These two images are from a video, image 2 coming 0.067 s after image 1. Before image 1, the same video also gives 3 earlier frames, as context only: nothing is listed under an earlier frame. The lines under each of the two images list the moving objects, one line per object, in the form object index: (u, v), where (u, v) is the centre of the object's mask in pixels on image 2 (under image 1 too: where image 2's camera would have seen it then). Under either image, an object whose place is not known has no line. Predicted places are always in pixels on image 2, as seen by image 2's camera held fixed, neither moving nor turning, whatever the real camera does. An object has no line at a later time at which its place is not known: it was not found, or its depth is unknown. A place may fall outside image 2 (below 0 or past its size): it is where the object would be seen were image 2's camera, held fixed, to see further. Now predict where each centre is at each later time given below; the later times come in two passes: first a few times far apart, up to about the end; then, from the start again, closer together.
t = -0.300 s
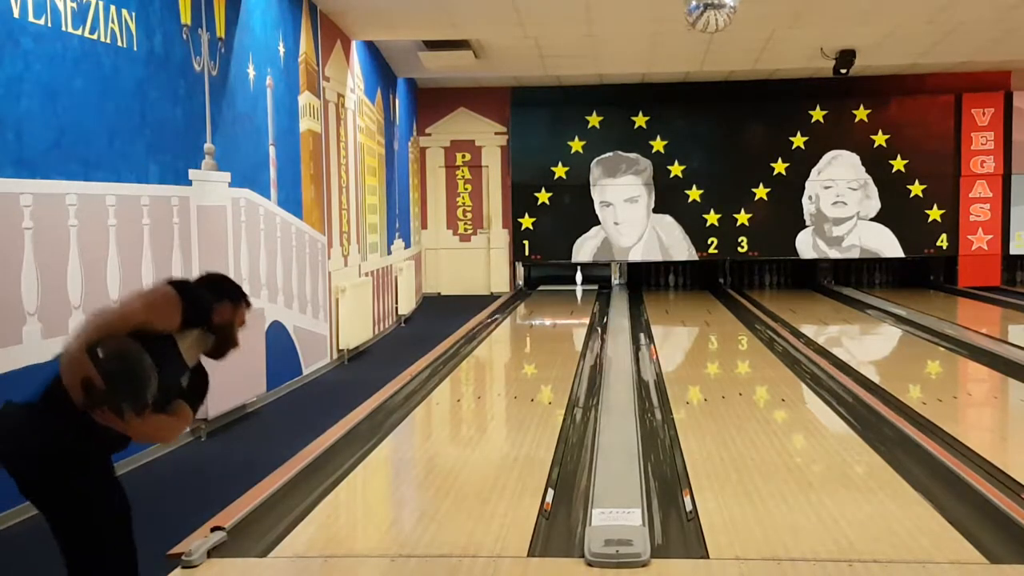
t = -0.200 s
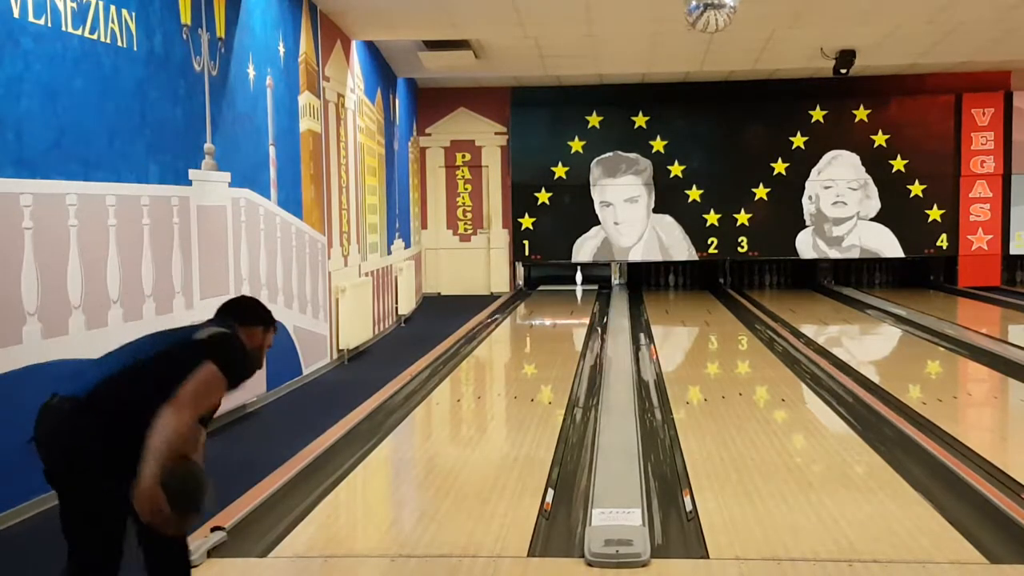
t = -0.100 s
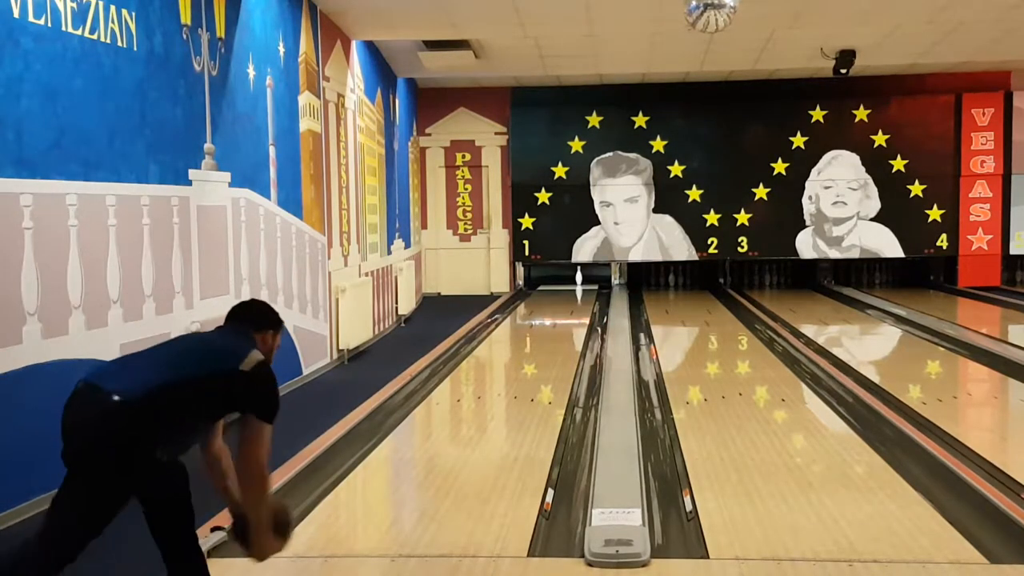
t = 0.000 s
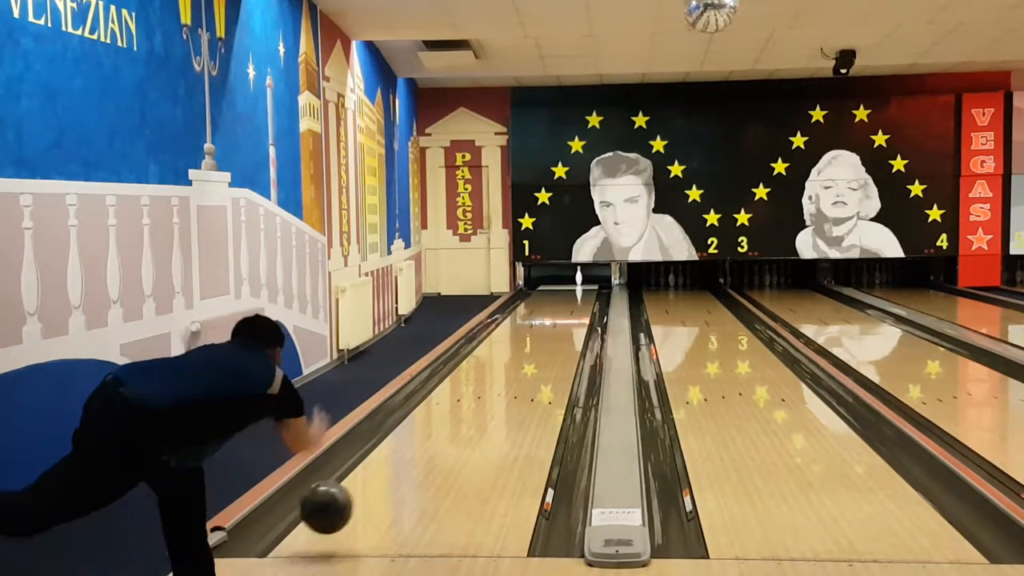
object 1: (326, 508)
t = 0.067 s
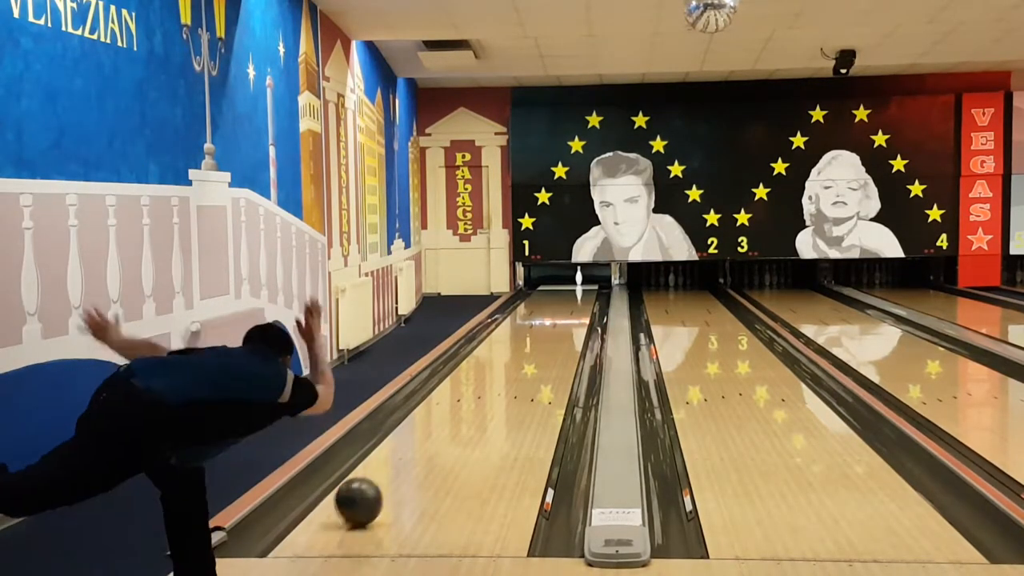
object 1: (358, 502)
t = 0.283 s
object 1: (433, 437)
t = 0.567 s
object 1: (491, 387)
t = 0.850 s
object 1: (527, 355)
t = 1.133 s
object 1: (551, 332)
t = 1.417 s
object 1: (568, 316)
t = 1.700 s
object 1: (579, 303)
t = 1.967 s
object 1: (582, 294)
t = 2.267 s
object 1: (579, 286)
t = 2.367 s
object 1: (578, 284)
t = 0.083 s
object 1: (366, 494)
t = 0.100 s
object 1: (373, 487)
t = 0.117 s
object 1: (379, 481)
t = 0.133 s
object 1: (386, 476)
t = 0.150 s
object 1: (392, 472)
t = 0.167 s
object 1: (397, 468)
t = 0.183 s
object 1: (403, 463)
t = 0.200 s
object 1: (409, 459)
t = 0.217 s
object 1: (413, 454)
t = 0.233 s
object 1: (419, 450)
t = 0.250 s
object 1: (423, 445)
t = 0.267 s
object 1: (428, 442)
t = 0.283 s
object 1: (433, 437)
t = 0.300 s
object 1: (437, 434)
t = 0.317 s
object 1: (441, 430)
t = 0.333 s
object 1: (446, 426)
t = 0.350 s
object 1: (449, 423)
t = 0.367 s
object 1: (453, 420)
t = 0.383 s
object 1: (457, 416)
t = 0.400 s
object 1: (460, 414)
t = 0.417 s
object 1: (464, 410)
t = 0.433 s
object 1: (467, 407)
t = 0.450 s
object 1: (470, 404)
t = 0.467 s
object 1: (474, 402)
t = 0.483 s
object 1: (477, 399)
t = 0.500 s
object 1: (479, 397)
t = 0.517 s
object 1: (482, 394)
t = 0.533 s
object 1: (485, 391)
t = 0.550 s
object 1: (488, 389)
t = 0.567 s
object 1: (491, 387)
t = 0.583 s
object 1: (493, 384)
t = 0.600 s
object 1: (496, 382)
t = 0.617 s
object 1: (499, 380)
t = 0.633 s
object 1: (501, 378)
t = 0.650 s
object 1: (503, 376)
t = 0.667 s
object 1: (505, 374)
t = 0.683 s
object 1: (508, 372)
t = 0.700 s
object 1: (510, 370)
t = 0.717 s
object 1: (512, 369)
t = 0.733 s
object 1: (514, 367)
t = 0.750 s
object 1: (516, 365)
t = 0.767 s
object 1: (518, 363)
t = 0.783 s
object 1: (520, 361)
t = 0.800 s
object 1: (522, 359)
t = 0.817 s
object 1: (524, 358)
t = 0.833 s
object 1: (525, 356)
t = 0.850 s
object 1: (527, 355)
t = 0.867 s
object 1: (529, 353)
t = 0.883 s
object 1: (530, 352)
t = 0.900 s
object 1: (532, 351)
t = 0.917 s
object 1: (533, 349)
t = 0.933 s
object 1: (535, 348)
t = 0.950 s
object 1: (536, 346)
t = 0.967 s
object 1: (538, 345)
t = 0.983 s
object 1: (539, 344)
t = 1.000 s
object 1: (541, 343)
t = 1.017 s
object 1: (543, 341)
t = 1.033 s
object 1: (544, 339)
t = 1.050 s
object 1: (545, 338)
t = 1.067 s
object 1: (546, 337)
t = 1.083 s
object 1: (547, 335)
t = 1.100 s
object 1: (549, 334)
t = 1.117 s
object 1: (550, 333)
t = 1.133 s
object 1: (551, 332)
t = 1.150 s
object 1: (553, 331)
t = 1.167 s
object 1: (554, 330)
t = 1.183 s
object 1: (555, 329)
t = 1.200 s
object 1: (556, 328)
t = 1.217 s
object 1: (557, 327)
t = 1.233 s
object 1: (558, 326)
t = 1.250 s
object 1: (559, 325)
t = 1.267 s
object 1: (560, 324)
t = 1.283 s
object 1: (561, 323)
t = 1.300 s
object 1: (562, 322)
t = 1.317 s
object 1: (563, 321)
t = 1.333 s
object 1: (564, 320)
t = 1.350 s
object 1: (565, 320)
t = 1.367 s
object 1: (566, 319)
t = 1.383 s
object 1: (567, 317)
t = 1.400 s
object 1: (567, 317)
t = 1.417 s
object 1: (568, 316)
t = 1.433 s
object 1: (569, 315)
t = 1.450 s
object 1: (570, 315)
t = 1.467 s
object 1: (570, 314)
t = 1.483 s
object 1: (571, 313)
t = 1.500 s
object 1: (572, 311)
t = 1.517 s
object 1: (573, 311)
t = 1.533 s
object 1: (574, 311)
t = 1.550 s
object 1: (574, 310)
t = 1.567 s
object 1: (575, 309)
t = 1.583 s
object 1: (575, 308)
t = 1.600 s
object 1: (576, 308)
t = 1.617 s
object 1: (576, 307)
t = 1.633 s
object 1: (577, 306)
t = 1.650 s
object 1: (578, 305)
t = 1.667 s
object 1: (578, 305)
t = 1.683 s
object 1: (578, 304)
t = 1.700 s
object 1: (579, 303)
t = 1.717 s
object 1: (579, 303)
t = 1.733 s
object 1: (579, 302)
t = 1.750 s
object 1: (580, 302)
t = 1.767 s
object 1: (580, 301)
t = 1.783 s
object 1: (581, 300)
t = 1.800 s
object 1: (581, 300)
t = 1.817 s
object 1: (581, 299)
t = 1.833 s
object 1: (581, 299)
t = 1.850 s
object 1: (581, 298)
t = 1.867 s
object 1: (581, 297)
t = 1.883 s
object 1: (582, 297)
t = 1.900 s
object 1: (582, 296)
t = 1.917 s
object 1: (582, 295)
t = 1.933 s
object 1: (582, 295)
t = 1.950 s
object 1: (582, 295)
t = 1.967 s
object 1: (582, 294)
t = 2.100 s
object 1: (582, 291)
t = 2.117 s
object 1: (582, 290)
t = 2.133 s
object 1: (582, 290)
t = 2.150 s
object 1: (582, 289)
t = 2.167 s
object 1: (581, 289)
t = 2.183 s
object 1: (581, 288)
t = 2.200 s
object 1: (581, 288)
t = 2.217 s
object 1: (580, 287)
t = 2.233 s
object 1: (580, 287)
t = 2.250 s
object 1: (579, 286)
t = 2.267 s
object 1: (579, 286)
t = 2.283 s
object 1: (579, 286)
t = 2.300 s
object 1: (579, 286)
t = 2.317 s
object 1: (578, 285)
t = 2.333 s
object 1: (578, 285)
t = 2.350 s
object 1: (578, 285)
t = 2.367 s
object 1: (578, 284)
